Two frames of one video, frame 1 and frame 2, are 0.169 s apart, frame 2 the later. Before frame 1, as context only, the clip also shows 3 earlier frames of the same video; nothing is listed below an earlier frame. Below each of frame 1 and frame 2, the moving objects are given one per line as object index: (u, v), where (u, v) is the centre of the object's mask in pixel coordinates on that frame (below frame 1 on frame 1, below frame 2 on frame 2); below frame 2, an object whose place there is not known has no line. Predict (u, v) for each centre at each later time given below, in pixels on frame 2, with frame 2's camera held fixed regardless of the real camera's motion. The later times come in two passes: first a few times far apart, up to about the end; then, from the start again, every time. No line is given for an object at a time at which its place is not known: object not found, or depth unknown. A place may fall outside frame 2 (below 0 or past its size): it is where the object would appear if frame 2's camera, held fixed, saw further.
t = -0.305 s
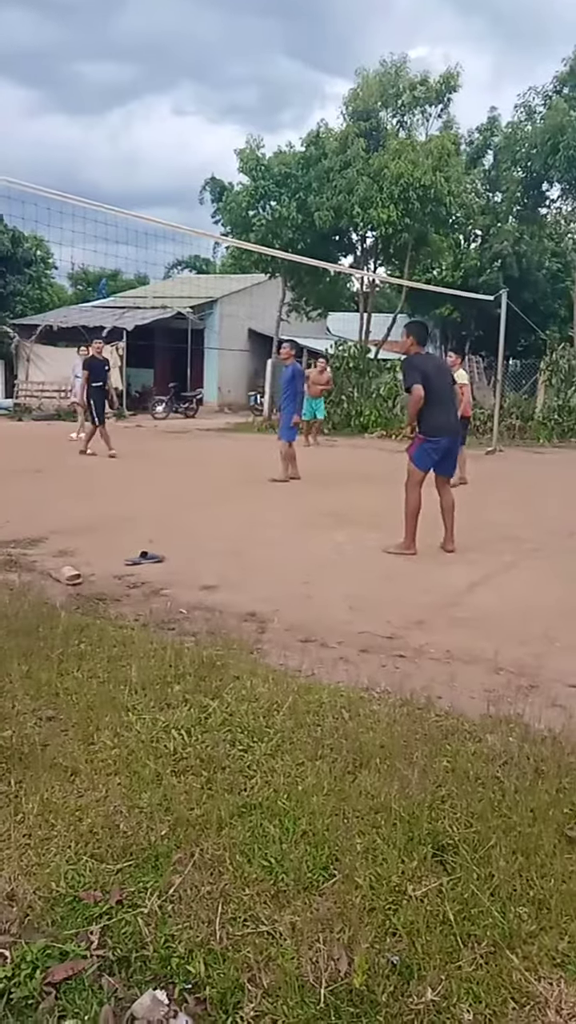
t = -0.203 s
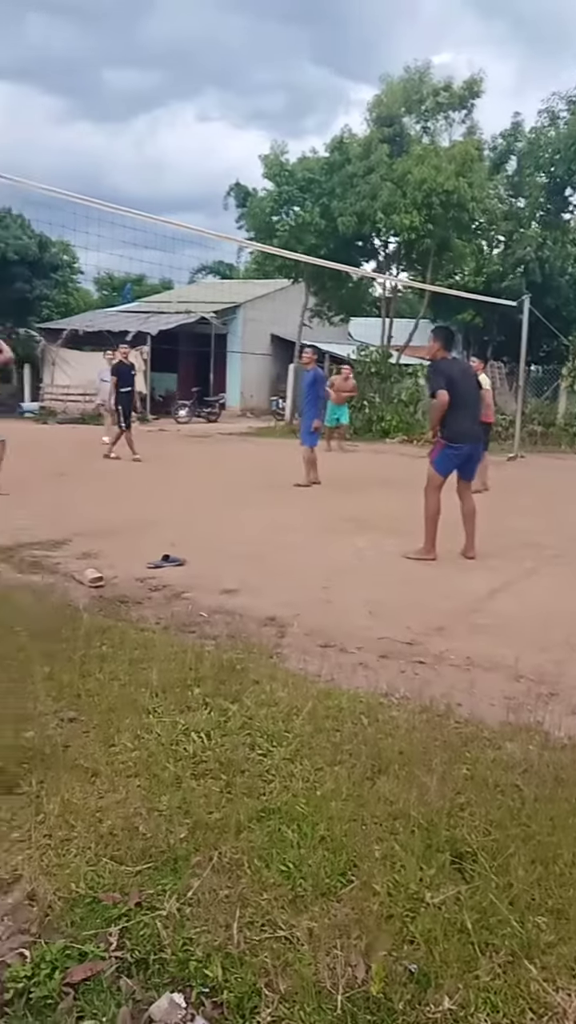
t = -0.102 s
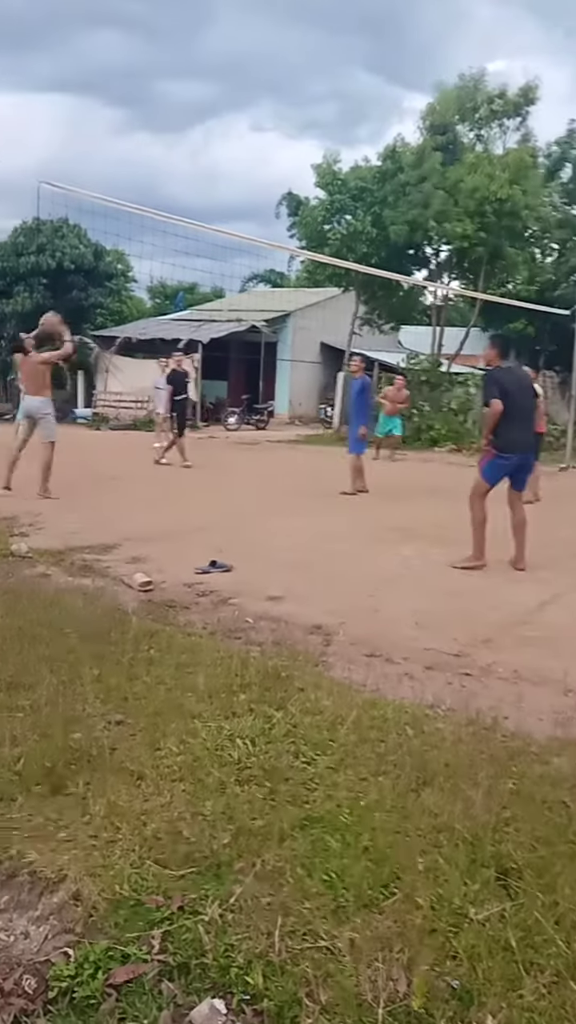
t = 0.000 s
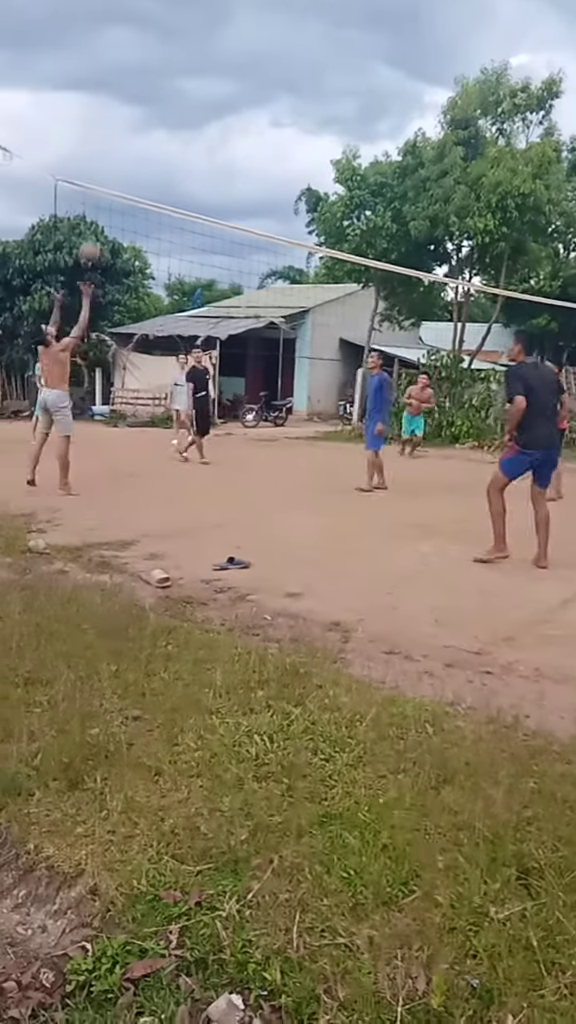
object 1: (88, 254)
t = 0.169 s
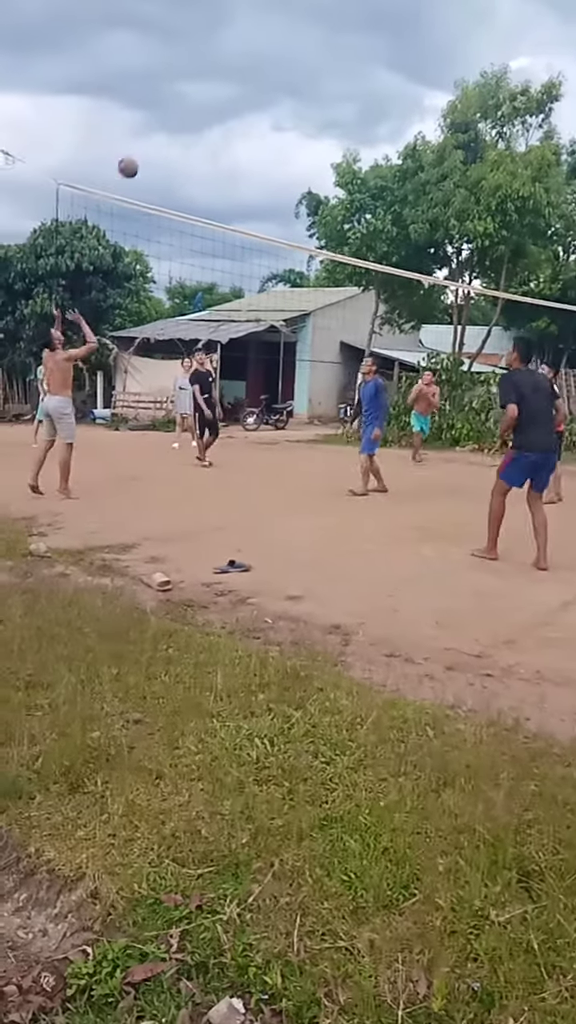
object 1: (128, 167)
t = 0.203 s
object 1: (135, 153)
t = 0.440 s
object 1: (183, 91)
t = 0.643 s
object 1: (222, 84)
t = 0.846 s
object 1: (257, 119)
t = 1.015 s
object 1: (282, 175)
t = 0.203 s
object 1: (135, 153)
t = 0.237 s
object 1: (142, 141)
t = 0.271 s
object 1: (150, 130)
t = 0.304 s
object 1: (156, 120)
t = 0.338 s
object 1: (162, 111)
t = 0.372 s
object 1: (169, 103)
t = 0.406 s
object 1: (176, 96)
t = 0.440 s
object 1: (183, 91)
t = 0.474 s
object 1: (189, 87)
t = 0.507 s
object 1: (197, 84)
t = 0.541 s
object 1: (203, 82)
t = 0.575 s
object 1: (209, 82)
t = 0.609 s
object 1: (216, 83)
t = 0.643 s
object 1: (222, 84)
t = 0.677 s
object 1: (228, 87)
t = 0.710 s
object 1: (234, 92)
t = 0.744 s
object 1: (240, 97)
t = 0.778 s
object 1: (245, 103)
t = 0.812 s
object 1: (250, 110)
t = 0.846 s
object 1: (257, 119)
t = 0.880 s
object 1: (262, 128)
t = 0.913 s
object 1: (268, 138)
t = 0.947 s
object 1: (273, 150)
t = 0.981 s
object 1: (277, 162)
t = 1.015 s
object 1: (282, 175)
